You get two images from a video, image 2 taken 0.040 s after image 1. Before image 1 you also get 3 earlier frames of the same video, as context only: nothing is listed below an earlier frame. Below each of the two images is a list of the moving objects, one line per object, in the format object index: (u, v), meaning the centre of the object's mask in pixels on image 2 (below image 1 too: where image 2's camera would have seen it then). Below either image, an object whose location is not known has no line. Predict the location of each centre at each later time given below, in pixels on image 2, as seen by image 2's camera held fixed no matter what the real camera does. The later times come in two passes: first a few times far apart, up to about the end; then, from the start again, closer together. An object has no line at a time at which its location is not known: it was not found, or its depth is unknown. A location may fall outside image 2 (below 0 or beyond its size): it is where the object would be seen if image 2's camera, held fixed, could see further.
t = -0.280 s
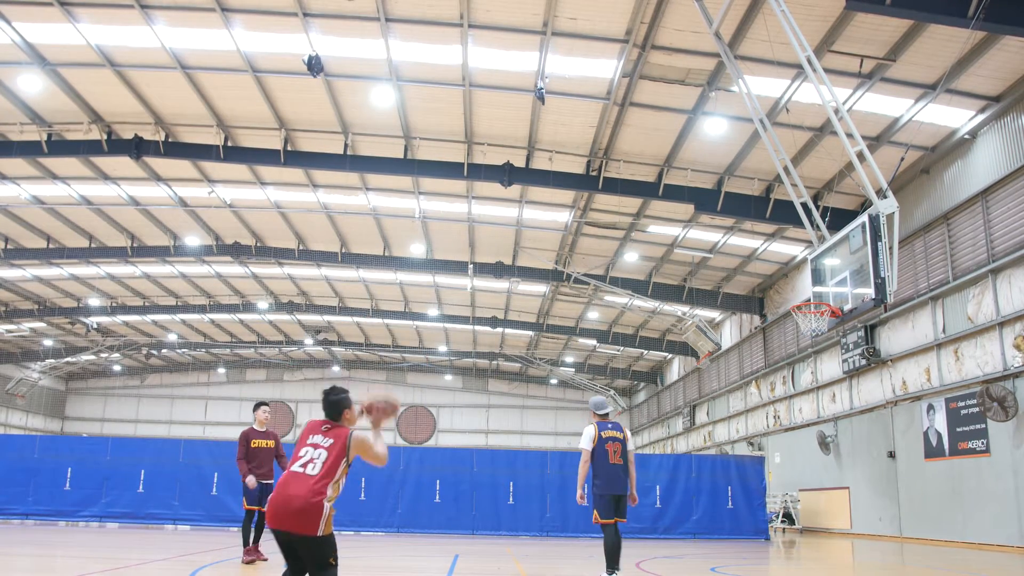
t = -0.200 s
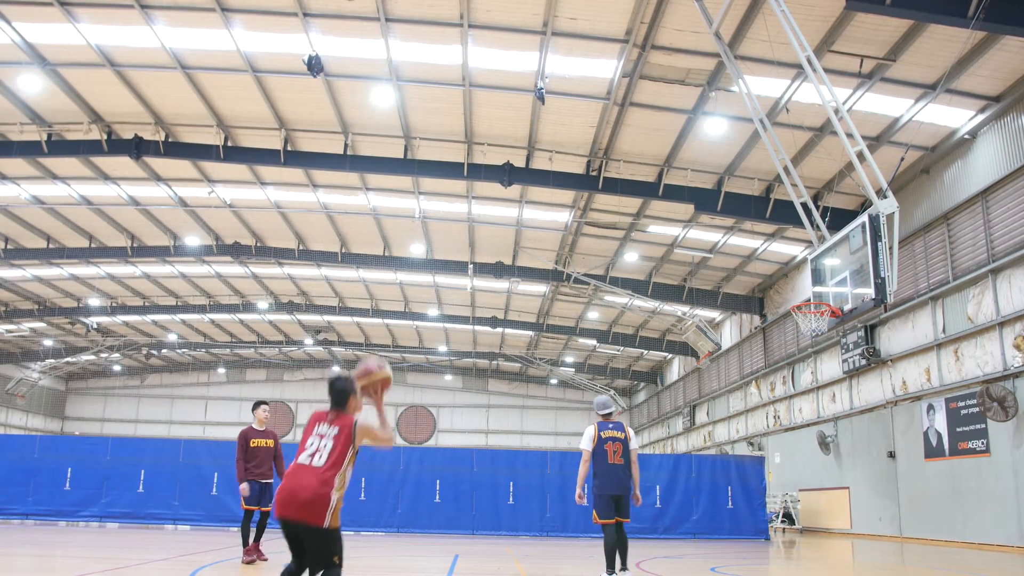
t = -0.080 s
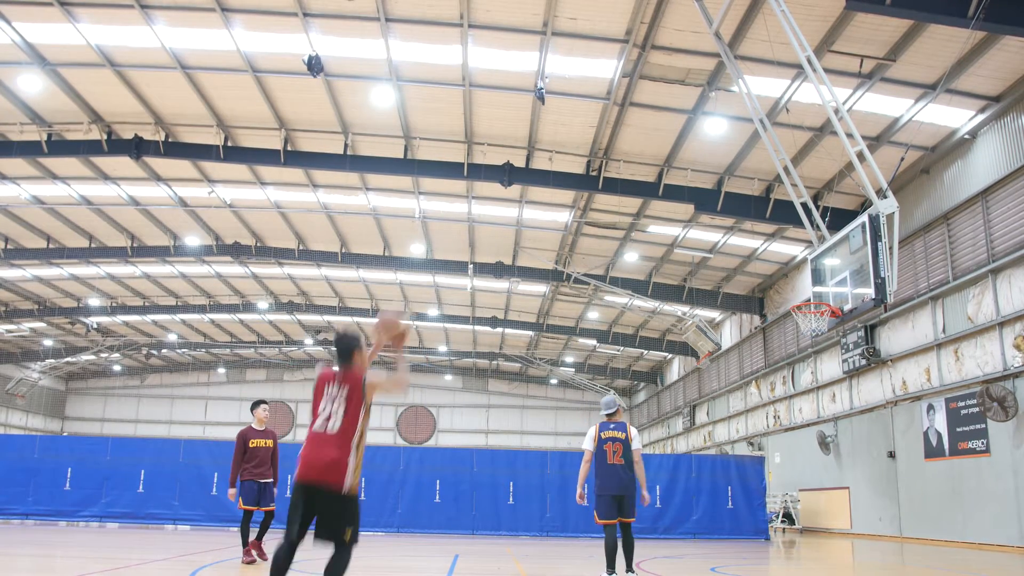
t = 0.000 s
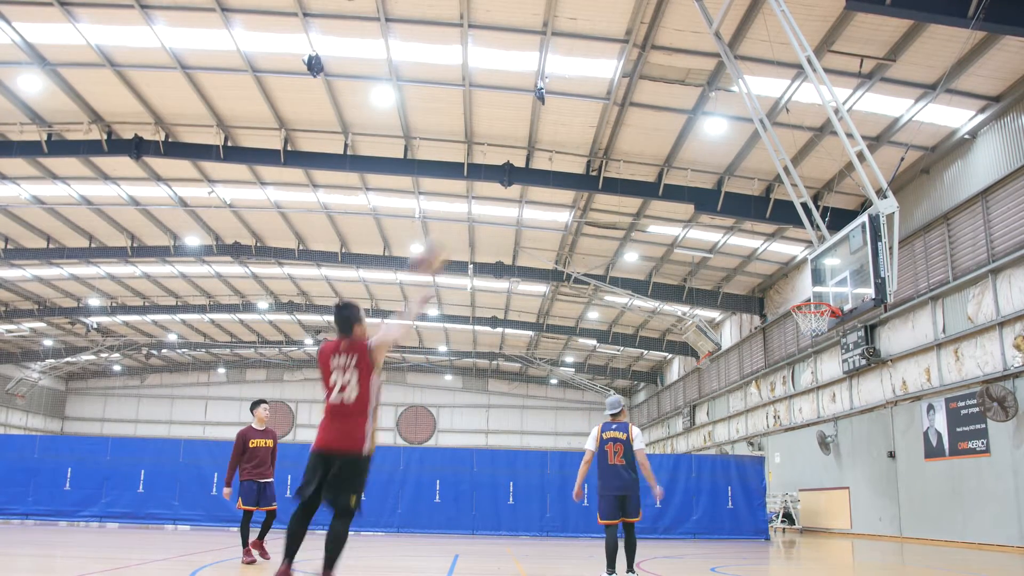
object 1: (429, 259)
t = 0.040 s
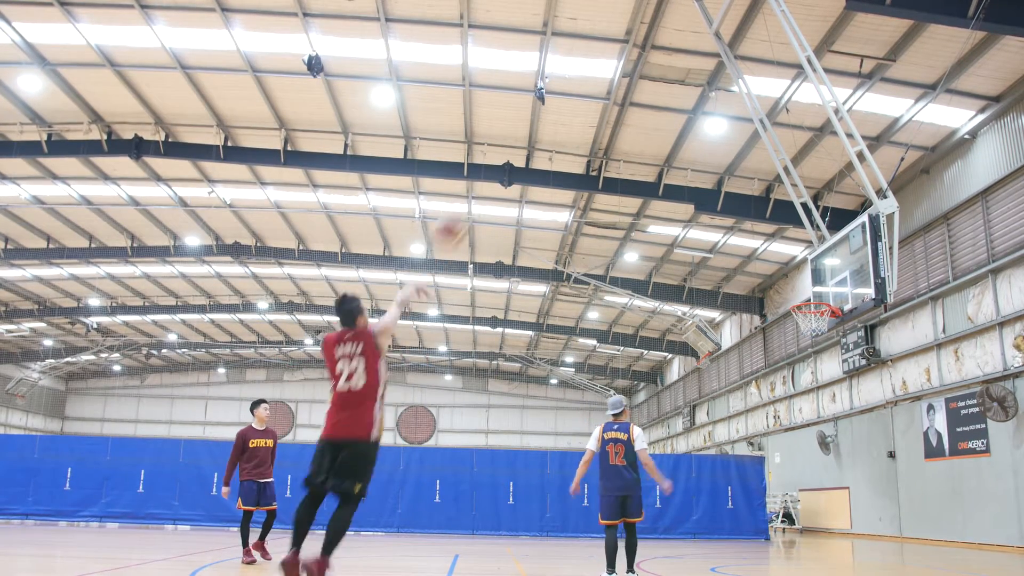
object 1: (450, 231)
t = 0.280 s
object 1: (553, 116)
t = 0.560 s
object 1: (641, 82)
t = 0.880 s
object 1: (720, 136)
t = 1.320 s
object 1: (803, 313)
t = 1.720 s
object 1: (857, 439)
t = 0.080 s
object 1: (472, 197)
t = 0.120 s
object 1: (491, 178)
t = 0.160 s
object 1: (506, 161)
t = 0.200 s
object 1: (524, 142)
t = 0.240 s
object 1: (539, 127)
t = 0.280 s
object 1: (553, 116)
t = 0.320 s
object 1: (568, 104)
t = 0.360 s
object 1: (581, 98)
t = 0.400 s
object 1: (595, 91)
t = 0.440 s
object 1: (607, 87)
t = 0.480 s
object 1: (620, 84)
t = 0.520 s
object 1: (630, 82)
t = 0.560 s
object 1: (641, 82)
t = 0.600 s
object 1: (651, 84)
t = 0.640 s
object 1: (661, 88)
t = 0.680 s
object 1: (672, 93)
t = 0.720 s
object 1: (682, 99)
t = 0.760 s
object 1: (691, 106)
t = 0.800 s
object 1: (698, 111)
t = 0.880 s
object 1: (720, 136)
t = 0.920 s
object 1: (727, 147)
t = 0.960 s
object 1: (736, 159)
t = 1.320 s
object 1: (803, 313)
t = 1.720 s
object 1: (857, 439)
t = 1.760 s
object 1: (863, 458)
